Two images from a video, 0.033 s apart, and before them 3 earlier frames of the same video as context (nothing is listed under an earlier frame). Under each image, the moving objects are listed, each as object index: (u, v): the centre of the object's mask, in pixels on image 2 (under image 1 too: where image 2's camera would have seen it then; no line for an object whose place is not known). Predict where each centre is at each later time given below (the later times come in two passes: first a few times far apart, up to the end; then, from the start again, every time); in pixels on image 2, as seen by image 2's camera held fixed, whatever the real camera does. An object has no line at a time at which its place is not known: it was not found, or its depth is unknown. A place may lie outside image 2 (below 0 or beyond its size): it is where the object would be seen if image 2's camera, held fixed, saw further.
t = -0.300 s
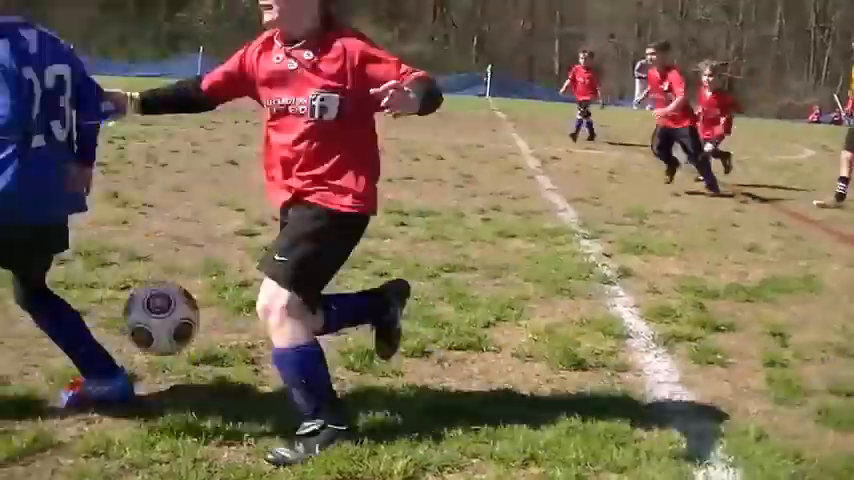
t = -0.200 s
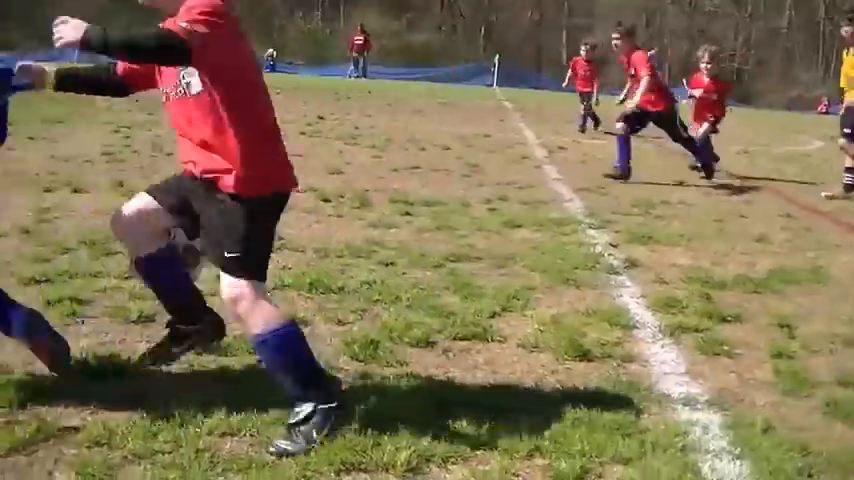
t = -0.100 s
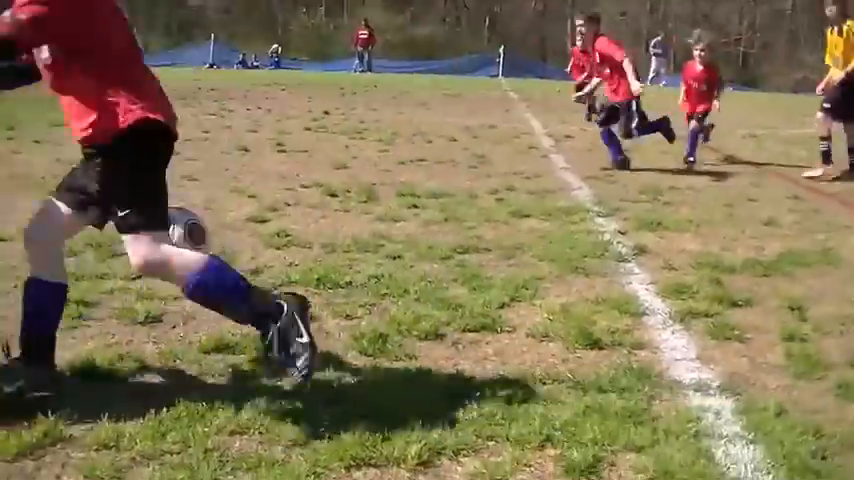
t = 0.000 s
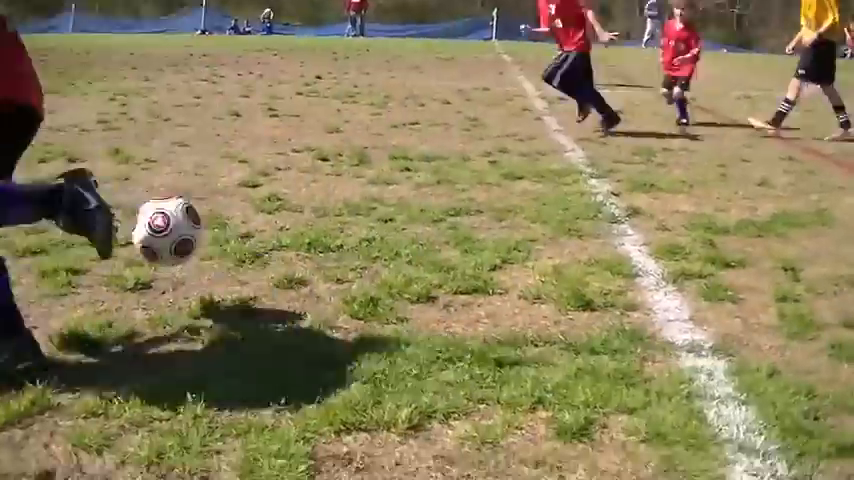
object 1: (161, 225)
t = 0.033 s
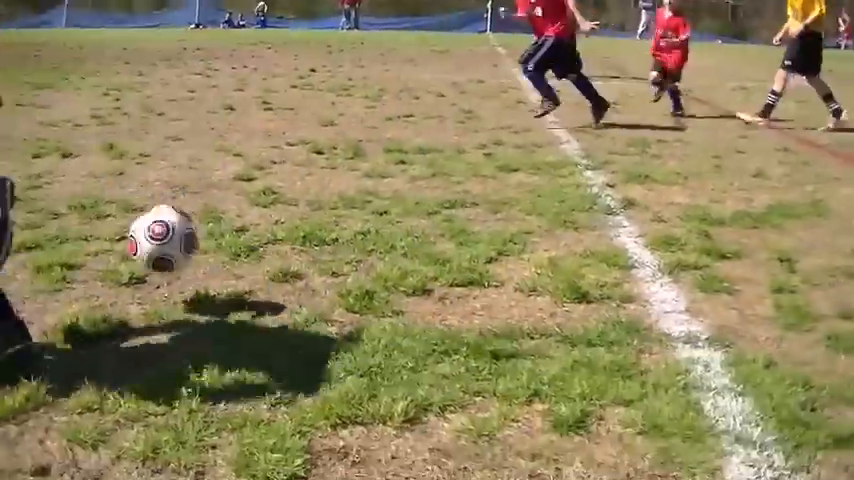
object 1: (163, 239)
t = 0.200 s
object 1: (147, 242)
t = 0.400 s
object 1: (120, 244)
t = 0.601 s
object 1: (101, 242)
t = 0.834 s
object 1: (85, 227)
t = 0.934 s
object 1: (83, 226)
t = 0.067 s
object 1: (165, 257)
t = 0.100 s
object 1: (166, 271)
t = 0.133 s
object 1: (159, 258)
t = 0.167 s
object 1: (153, 249)
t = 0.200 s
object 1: (147, 242)
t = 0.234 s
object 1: (141, 240)
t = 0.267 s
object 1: (136, 240)
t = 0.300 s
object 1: (131, 243)
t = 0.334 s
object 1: (126, 251)
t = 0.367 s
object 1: (124, 250)
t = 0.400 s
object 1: (120, 244)
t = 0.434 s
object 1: (117, 241)
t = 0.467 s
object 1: (116, 244)
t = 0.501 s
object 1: (112, 246)
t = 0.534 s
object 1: (107, 243)
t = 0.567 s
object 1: (104, 241)
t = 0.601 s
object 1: (101, 242)
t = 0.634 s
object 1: (98, 239)
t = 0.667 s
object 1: (96, 237)
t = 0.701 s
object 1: (93, 235)
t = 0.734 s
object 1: (91, 234)
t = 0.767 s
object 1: (90, 233)
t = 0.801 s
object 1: (87, 229)
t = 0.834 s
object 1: (85, 227)
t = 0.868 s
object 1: (84, 226)
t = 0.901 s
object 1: (84, 227)
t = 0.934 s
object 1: (83, 226)
